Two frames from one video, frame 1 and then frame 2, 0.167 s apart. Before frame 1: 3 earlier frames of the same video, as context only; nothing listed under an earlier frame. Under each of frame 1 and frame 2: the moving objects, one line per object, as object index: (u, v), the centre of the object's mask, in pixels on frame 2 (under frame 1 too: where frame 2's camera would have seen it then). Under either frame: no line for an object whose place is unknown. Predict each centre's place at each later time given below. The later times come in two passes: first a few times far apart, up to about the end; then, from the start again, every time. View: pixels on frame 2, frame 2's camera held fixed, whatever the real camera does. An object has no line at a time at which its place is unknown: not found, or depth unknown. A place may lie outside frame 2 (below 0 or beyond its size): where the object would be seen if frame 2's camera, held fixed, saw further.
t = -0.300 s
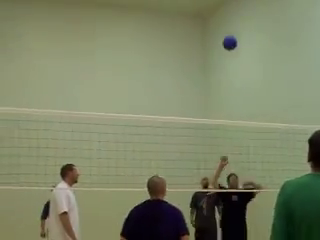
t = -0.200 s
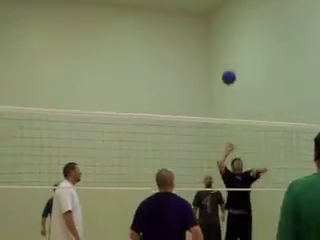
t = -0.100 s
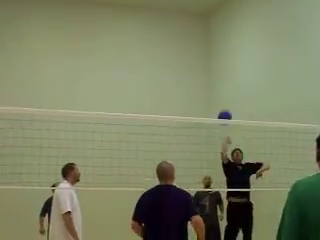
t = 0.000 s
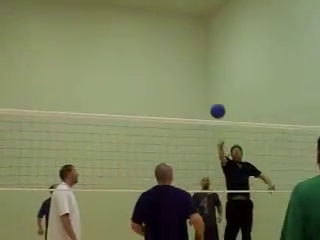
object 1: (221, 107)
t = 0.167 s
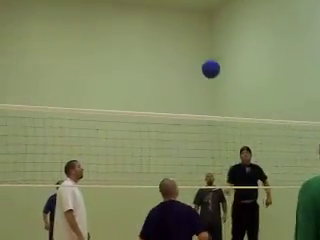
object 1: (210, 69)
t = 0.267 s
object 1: (201, 52)
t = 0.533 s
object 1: (155, 54)
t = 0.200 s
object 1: (208, 63)
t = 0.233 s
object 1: (205, 57)
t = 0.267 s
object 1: (201, 52)
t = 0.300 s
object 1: (198, 48)
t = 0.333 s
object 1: (194, 44)
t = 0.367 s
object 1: (190, 42)
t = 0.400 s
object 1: (185, 41)
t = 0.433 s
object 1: (179, 41)
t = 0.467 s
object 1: (172, 42)
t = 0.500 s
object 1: (164, 47)
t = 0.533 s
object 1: (155, 54)
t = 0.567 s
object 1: (144, 64)
